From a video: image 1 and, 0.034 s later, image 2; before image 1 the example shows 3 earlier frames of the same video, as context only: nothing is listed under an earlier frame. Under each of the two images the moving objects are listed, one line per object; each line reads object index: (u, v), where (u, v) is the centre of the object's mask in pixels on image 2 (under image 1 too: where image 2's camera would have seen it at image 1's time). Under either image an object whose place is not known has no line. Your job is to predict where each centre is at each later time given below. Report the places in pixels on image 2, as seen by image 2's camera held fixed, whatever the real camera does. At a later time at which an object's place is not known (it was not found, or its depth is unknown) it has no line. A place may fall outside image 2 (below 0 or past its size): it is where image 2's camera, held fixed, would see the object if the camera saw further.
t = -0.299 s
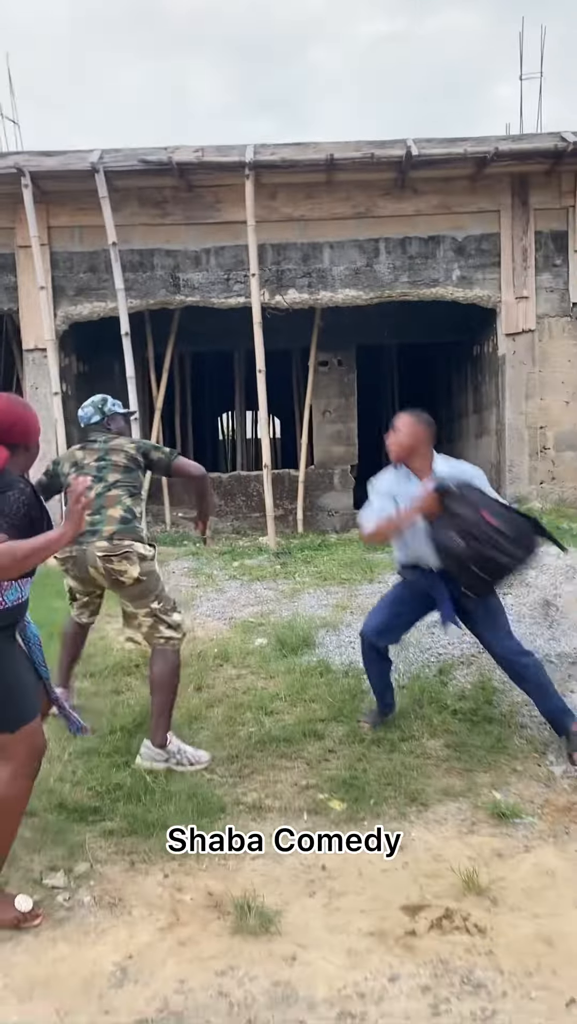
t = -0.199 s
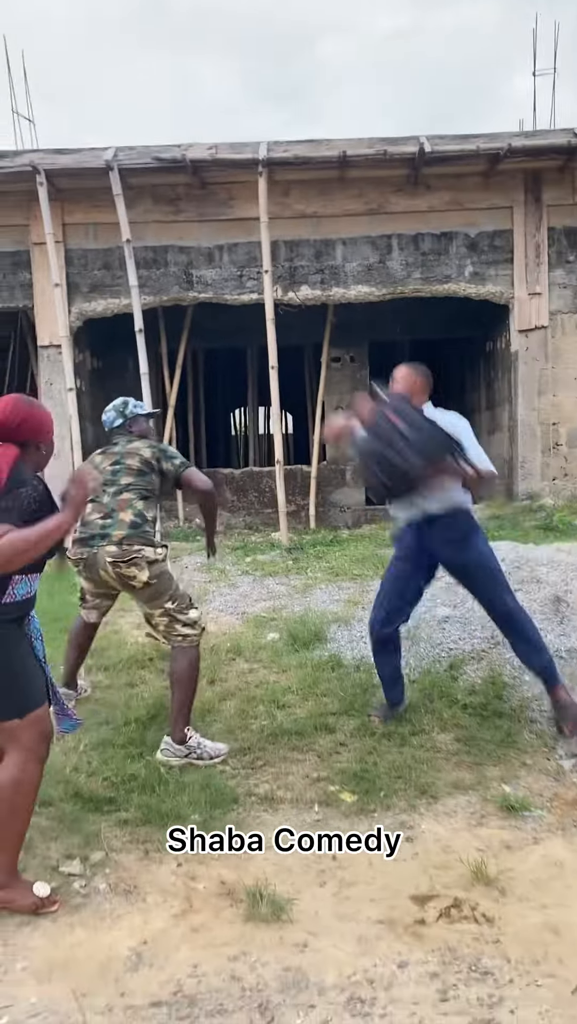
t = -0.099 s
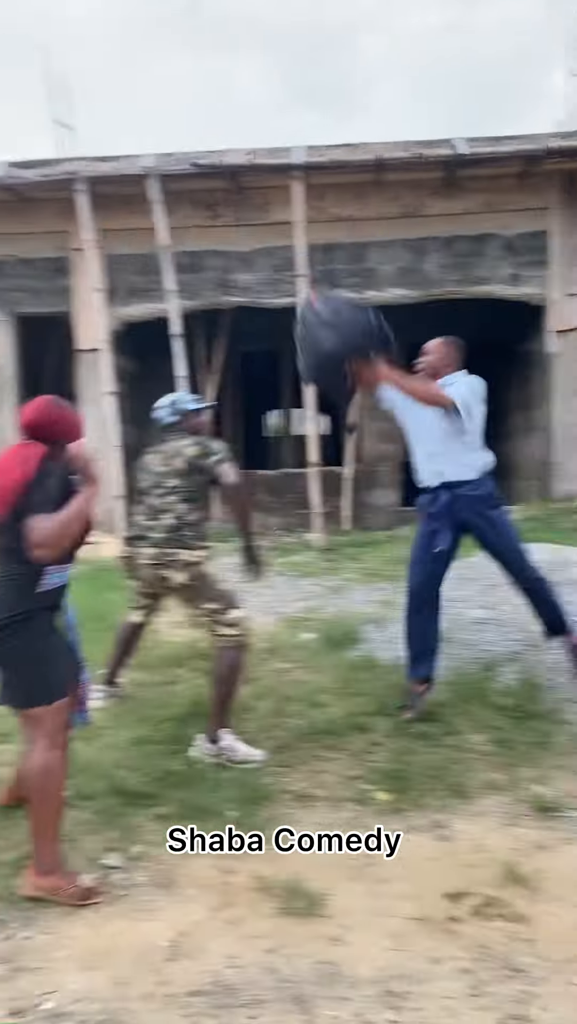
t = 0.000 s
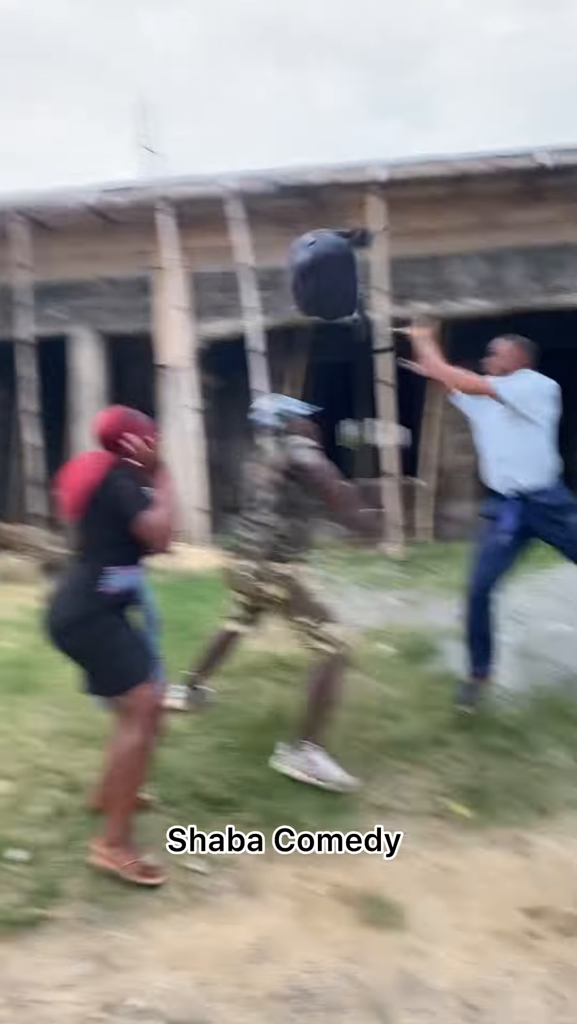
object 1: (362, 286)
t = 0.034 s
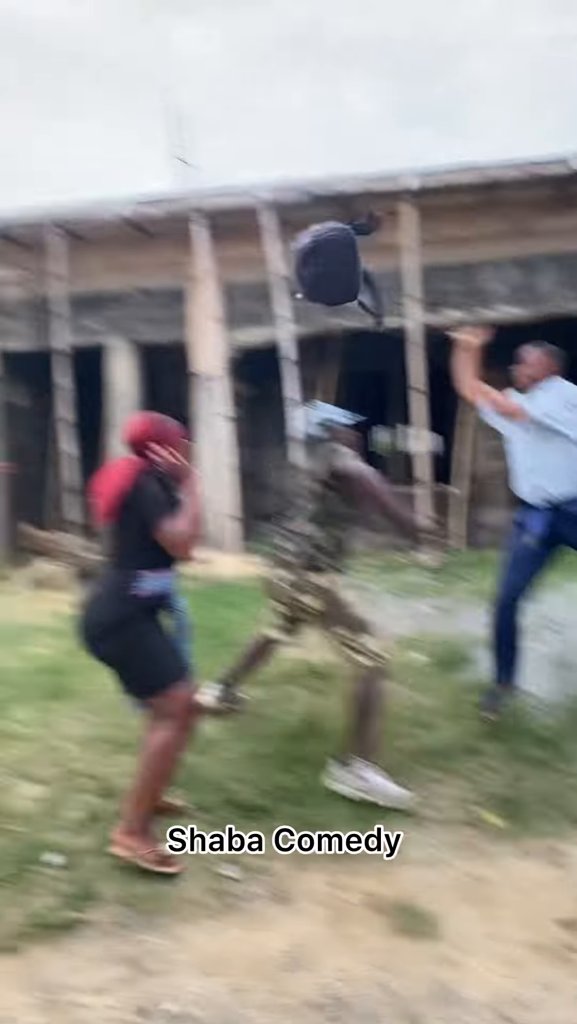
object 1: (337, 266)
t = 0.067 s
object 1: (315, 245)
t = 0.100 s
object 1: (295, 232)
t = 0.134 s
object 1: (272, 220)
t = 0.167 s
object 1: (252, 204)
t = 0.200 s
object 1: (229, 195)
